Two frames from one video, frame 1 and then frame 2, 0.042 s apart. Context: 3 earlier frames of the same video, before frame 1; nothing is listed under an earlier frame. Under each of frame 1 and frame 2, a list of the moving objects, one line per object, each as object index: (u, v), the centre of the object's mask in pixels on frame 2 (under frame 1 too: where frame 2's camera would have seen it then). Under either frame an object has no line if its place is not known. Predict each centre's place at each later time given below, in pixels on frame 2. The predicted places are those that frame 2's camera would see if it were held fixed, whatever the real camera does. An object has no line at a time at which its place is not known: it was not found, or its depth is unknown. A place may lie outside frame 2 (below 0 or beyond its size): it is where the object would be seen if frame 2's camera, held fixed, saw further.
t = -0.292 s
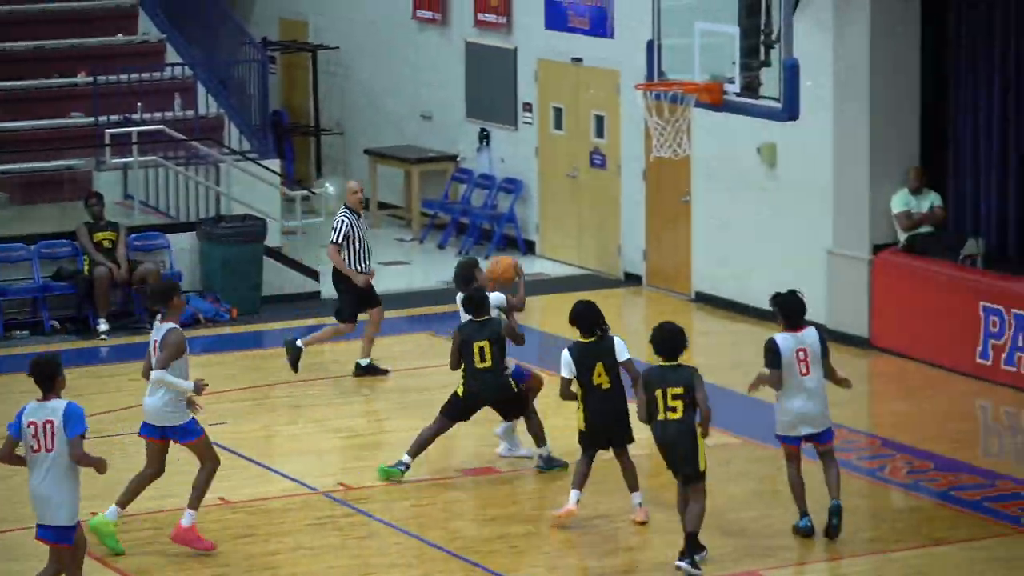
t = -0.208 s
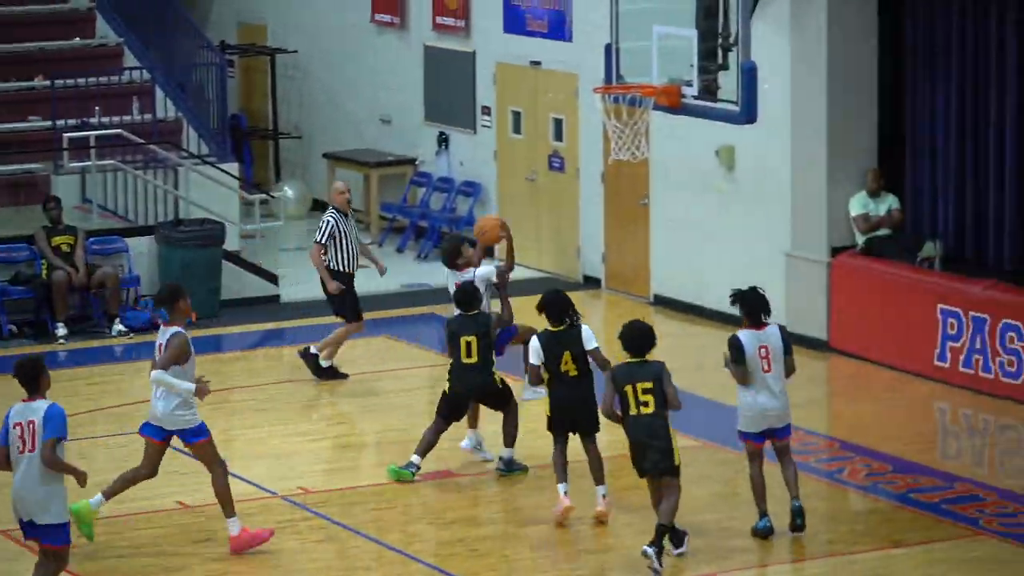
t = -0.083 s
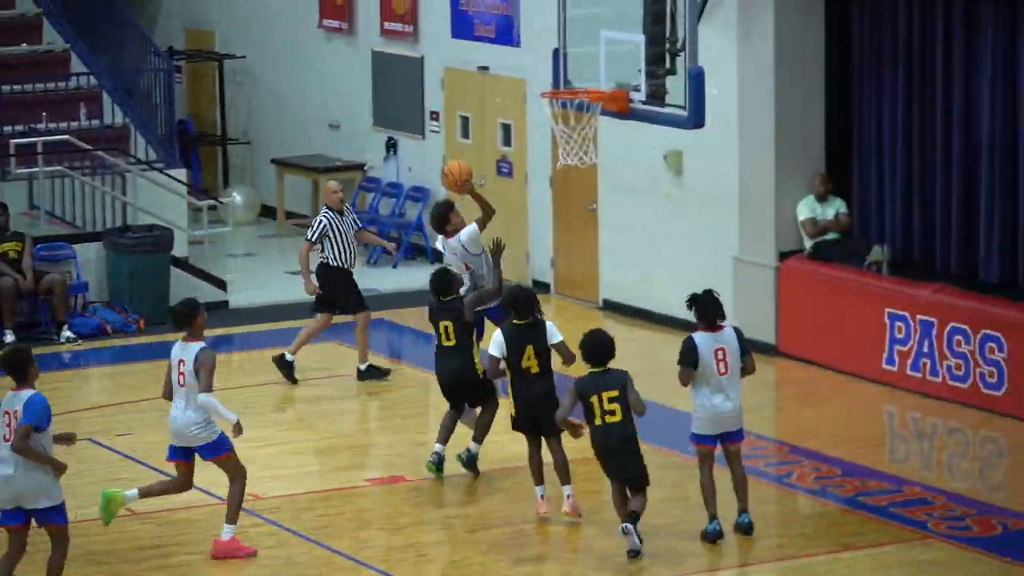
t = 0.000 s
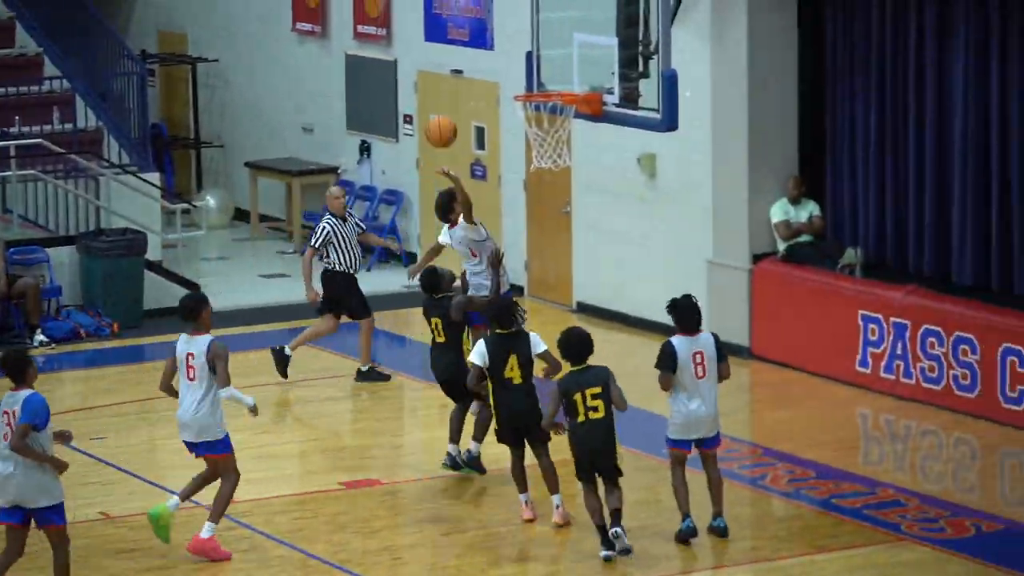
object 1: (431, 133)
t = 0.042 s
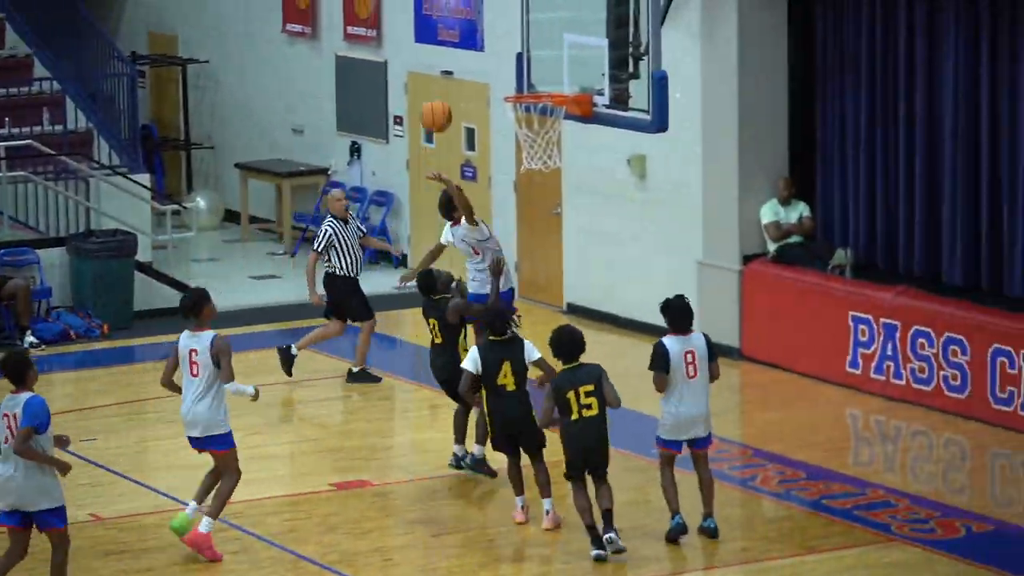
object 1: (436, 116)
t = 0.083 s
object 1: (443, 94)
